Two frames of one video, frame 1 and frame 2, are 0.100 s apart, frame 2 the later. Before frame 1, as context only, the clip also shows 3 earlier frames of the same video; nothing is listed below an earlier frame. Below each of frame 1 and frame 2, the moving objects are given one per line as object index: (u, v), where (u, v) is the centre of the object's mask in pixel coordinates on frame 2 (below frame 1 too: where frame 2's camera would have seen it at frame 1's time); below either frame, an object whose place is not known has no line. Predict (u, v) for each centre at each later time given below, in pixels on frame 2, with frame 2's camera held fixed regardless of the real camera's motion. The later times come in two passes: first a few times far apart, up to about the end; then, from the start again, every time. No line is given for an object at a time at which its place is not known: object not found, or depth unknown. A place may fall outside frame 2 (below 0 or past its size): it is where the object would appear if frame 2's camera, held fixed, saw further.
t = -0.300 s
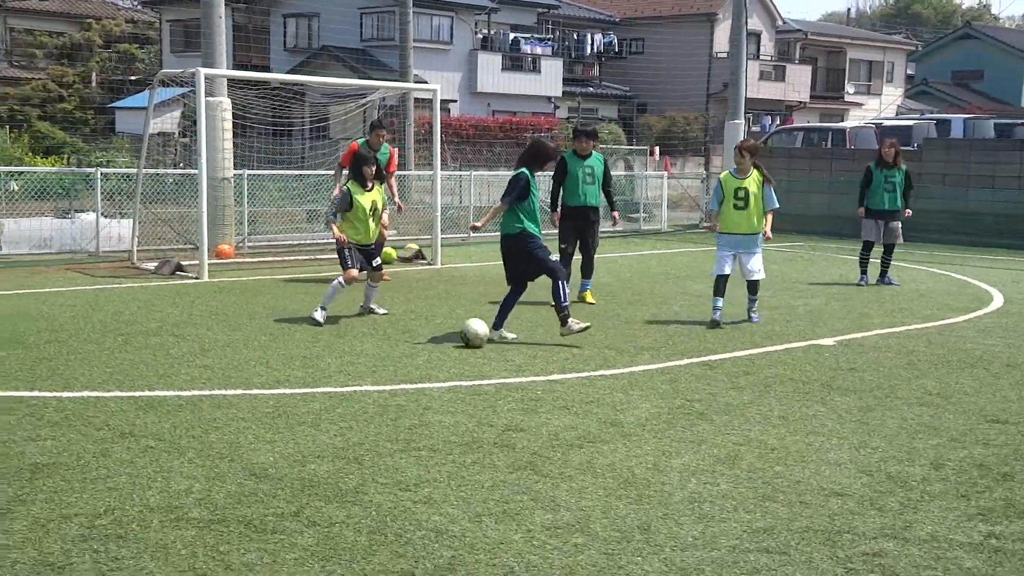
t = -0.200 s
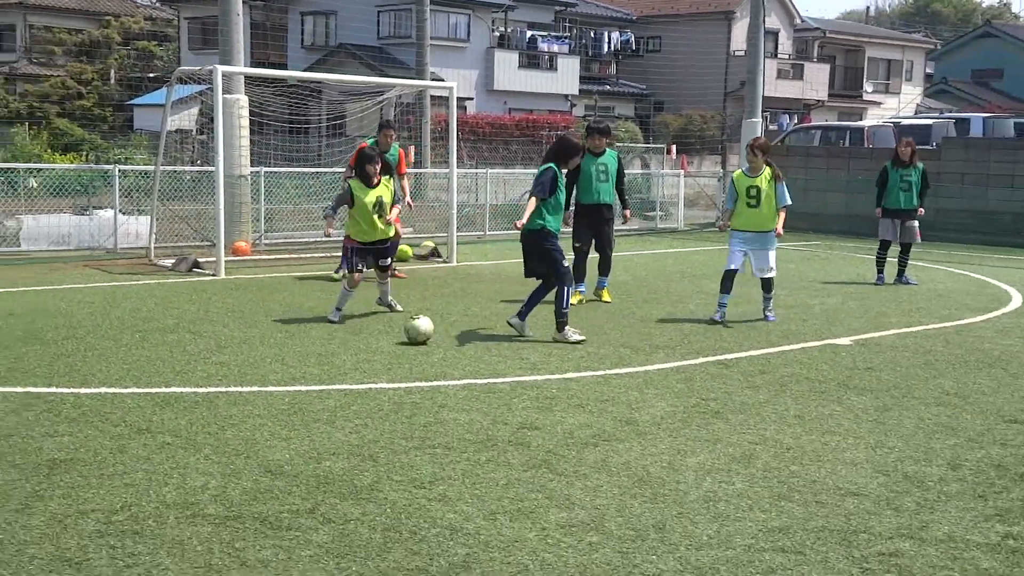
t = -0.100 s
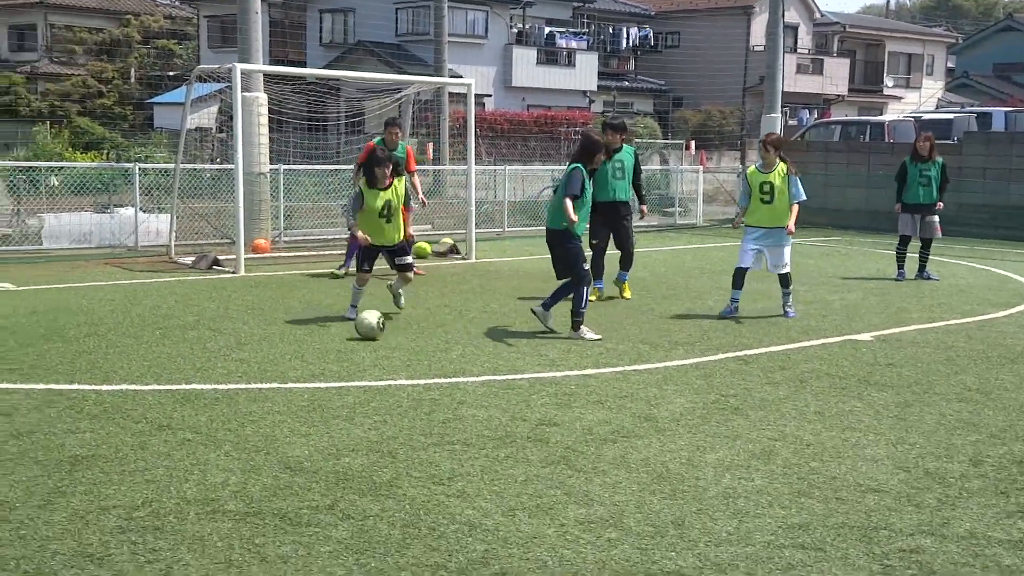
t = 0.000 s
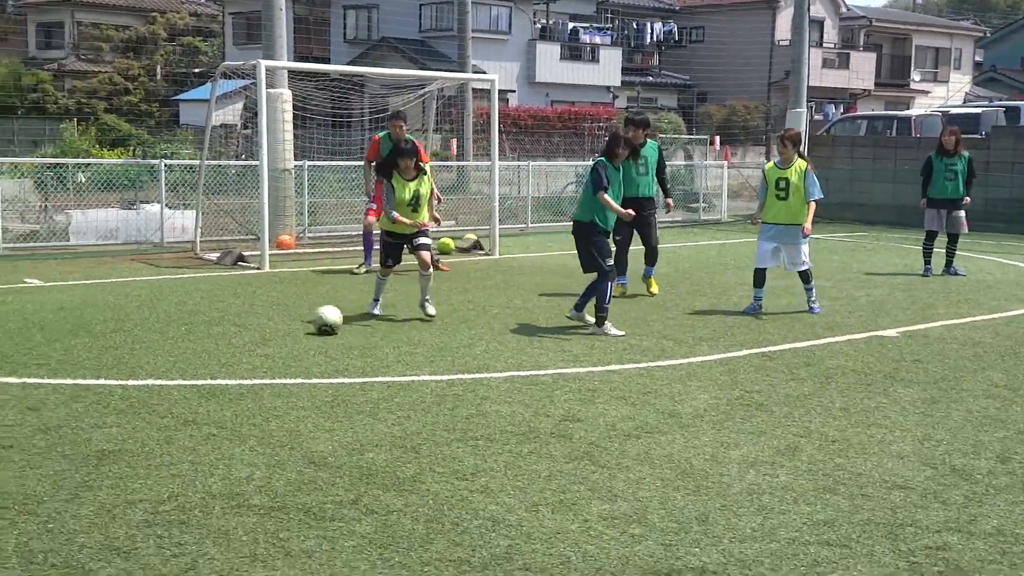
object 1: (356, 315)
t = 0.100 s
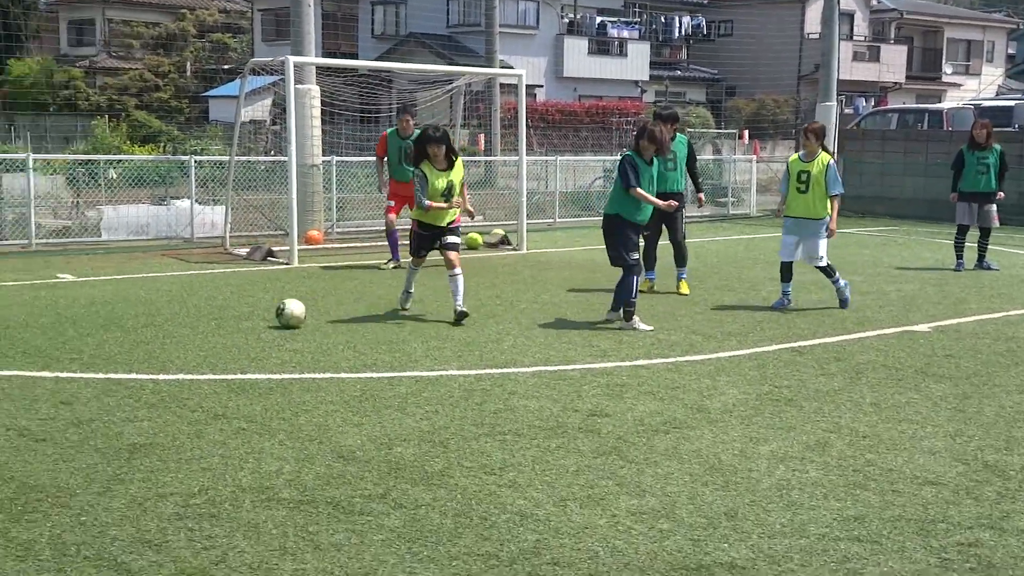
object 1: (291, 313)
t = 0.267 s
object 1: (182, 312)
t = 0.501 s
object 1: (29, 312)
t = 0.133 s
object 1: (269, 314)
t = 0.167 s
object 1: (247, 313)
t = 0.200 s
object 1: (226, 313)
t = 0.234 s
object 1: (204, 312)
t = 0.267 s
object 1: (182, 312)
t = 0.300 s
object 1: (160, 312)
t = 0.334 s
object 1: (138, 312)
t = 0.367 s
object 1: (117, 312)
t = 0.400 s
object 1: (94, 312)
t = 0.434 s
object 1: (72, 312)
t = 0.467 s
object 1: (50, 311)
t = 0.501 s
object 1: (29, 312)
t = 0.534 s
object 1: (6, 311)
